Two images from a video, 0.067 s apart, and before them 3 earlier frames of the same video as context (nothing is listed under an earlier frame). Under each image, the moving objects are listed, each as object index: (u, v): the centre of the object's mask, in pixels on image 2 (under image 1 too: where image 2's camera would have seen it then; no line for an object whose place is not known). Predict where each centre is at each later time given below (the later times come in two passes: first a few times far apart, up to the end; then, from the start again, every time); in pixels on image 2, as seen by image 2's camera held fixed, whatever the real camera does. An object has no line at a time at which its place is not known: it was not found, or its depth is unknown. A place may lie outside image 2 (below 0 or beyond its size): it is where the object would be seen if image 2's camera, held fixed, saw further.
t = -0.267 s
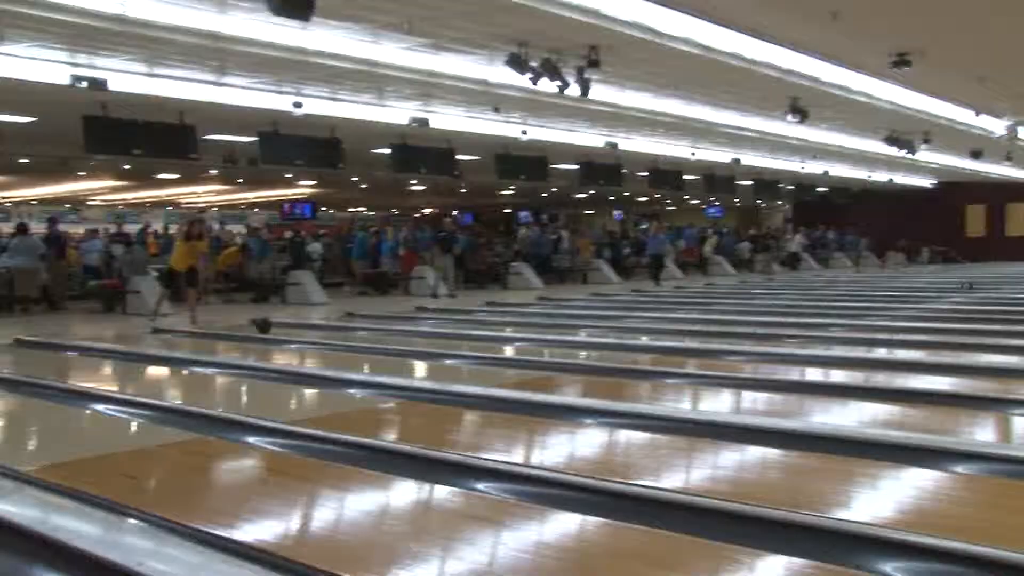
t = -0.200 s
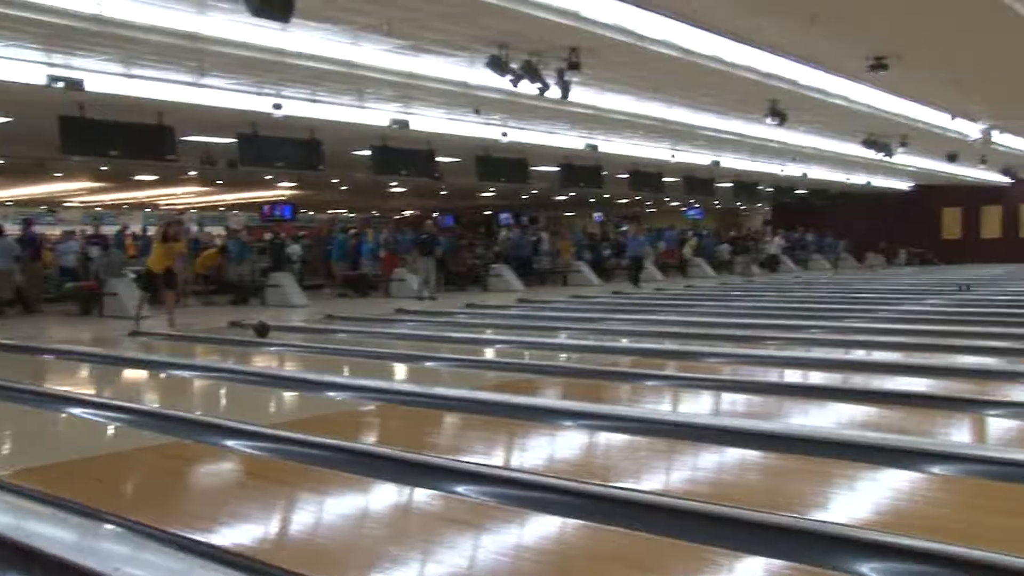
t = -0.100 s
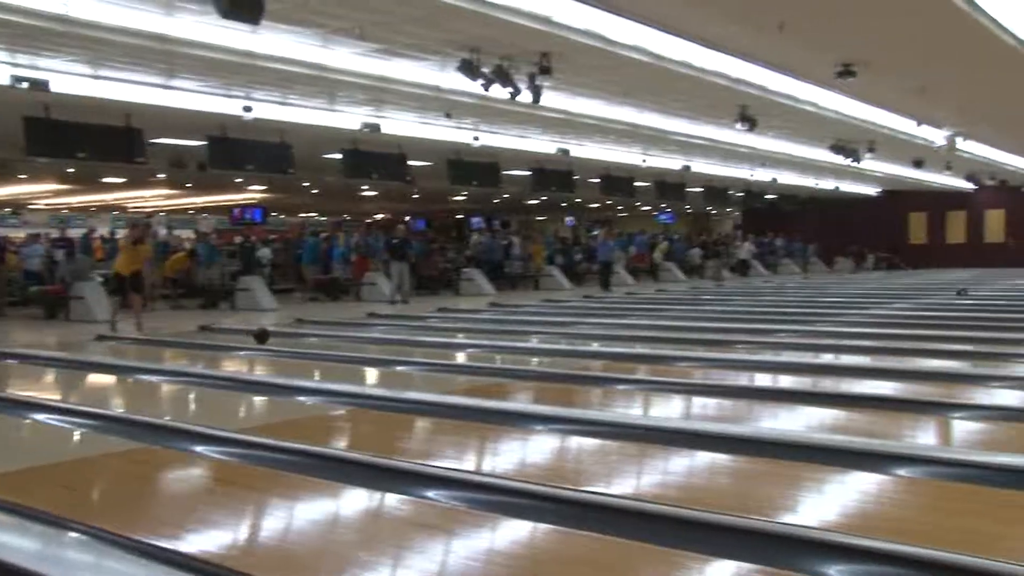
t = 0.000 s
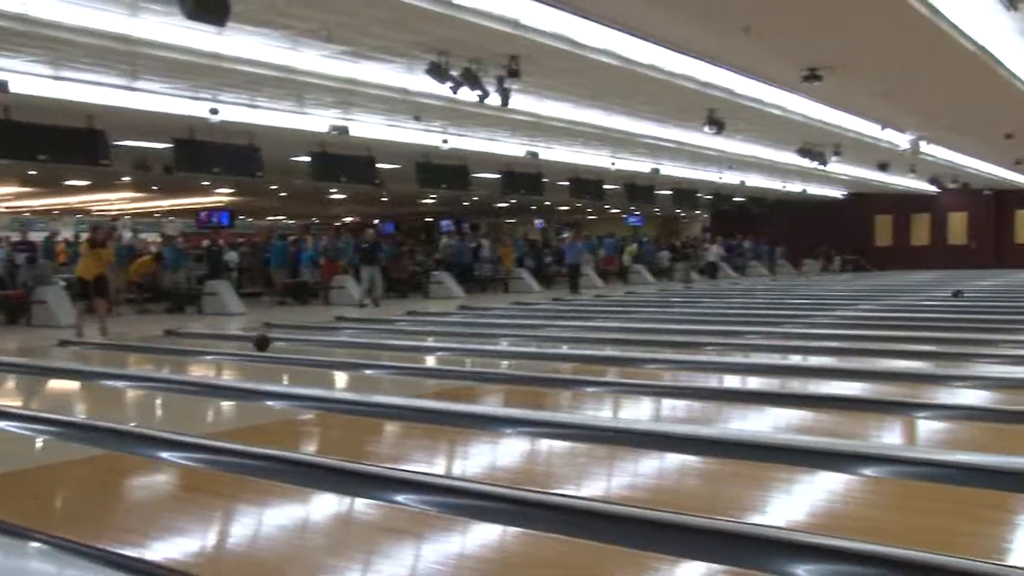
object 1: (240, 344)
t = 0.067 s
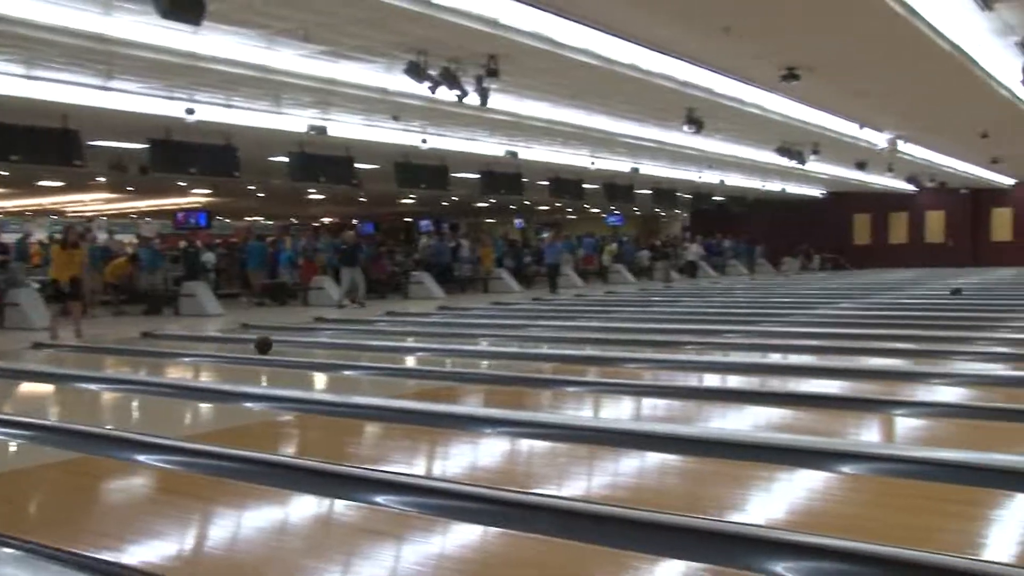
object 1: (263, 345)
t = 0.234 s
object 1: (325, 349)
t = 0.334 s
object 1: (366, 351)
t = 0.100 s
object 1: (275, 346)
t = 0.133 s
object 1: (287, 346)
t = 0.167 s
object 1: (300, 347)
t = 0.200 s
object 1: (312, 348)
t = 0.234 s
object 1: (325, 349)
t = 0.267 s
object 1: (338, 350)
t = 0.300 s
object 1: (352, 351)
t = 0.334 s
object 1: (366, 351)
